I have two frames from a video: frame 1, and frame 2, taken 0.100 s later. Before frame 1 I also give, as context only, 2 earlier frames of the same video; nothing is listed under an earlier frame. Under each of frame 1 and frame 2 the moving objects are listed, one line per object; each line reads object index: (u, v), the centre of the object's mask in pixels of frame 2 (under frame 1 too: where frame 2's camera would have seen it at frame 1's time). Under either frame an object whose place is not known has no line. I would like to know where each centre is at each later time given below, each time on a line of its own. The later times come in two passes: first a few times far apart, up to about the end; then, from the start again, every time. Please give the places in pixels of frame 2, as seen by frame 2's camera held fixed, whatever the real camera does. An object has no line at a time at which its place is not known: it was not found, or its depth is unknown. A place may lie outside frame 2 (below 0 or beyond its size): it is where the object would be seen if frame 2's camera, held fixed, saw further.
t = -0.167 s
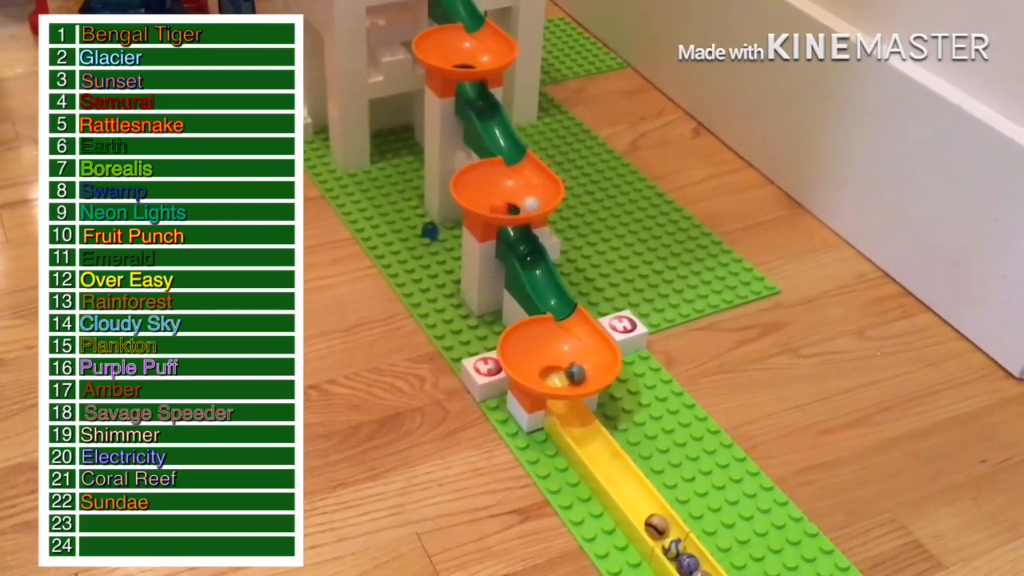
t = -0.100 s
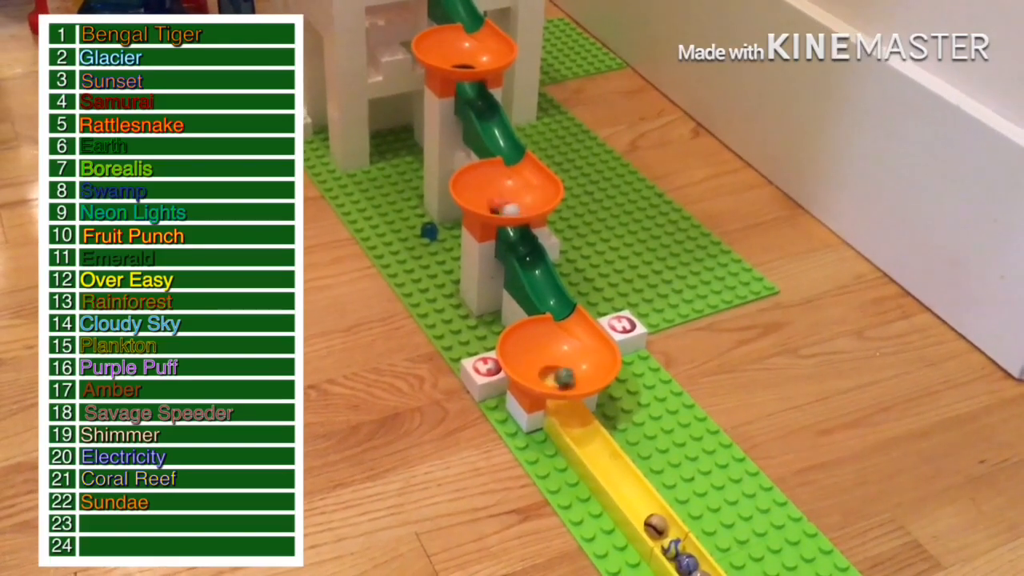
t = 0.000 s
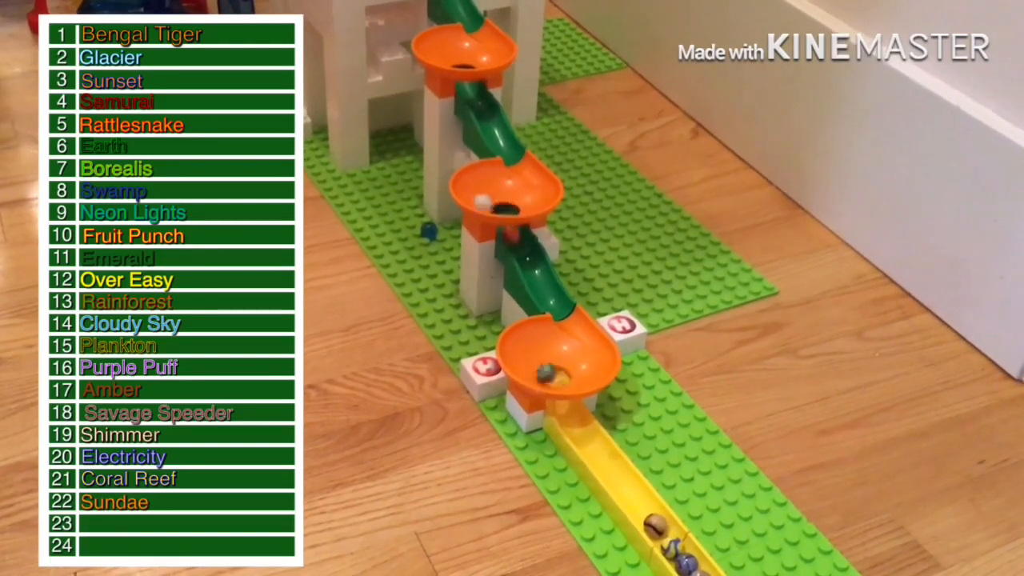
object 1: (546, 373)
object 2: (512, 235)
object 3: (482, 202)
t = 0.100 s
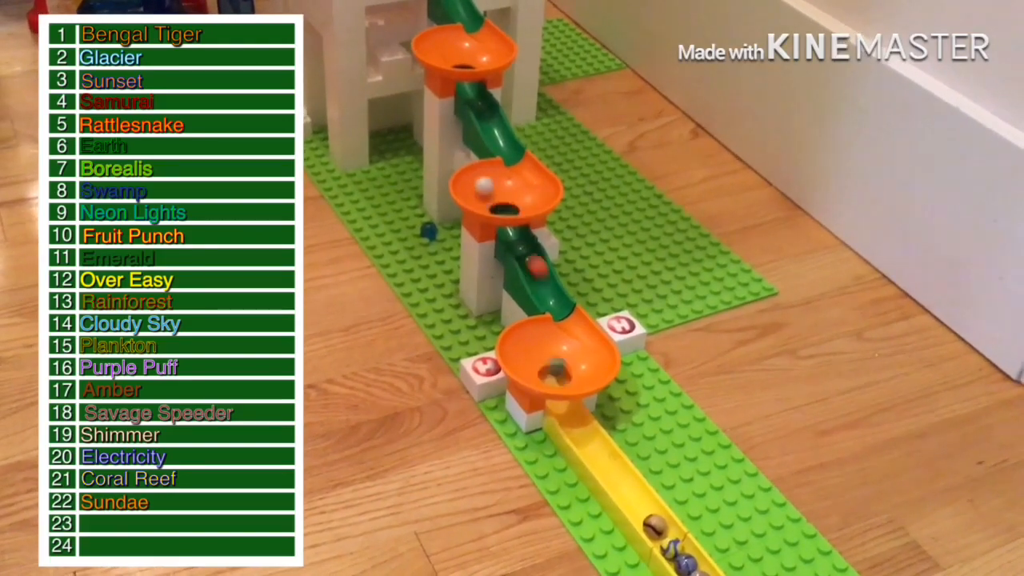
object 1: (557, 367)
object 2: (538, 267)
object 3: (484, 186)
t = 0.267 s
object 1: (569, 410)
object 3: (527, 190)
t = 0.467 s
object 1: (599, 459)
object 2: (537, 379)
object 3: (495, 208)
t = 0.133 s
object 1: (561, 376)
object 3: (492, 182)
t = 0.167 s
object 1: (552, 381)
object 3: (502, 180)
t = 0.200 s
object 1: (556, 383)
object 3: (512, 182)
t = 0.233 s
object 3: (520, 186)
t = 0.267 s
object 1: (569, 410)
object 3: (527, 190)
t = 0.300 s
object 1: (568, 421)
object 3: (529, 197)
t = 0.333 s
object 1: (572, 427)
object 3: (528, 201)
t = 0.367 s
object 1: (580, 435)
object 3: (522, 206)
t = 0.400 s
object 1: (590, 440)
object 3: (515, 209)
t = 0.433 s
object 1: (596, 449)
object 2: (546, 383)
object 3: (505, 209)
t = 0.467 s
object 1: (599, 459)
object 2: (537, 379)
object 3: (495, 208)
